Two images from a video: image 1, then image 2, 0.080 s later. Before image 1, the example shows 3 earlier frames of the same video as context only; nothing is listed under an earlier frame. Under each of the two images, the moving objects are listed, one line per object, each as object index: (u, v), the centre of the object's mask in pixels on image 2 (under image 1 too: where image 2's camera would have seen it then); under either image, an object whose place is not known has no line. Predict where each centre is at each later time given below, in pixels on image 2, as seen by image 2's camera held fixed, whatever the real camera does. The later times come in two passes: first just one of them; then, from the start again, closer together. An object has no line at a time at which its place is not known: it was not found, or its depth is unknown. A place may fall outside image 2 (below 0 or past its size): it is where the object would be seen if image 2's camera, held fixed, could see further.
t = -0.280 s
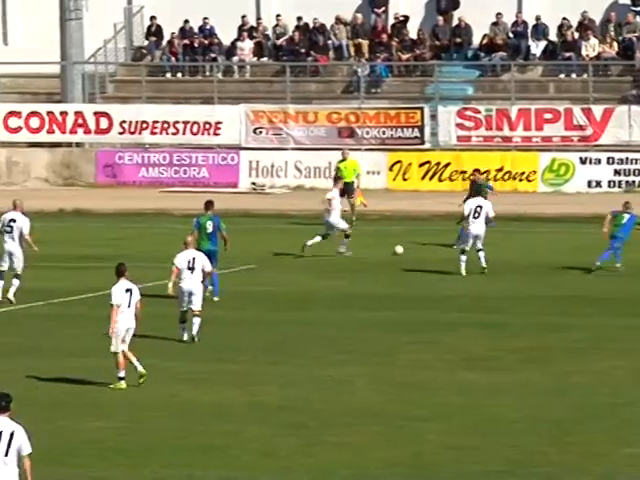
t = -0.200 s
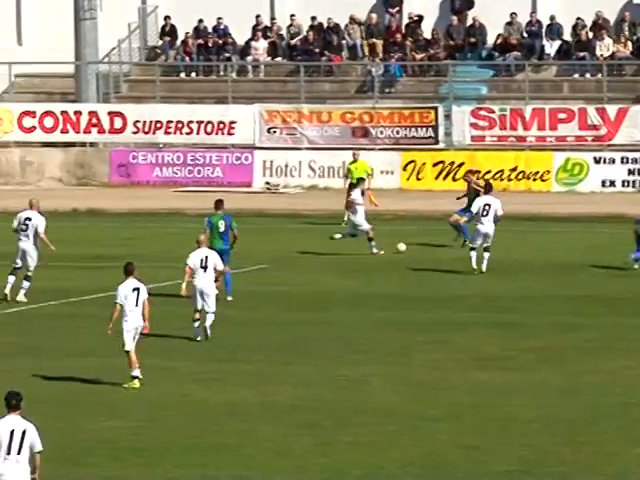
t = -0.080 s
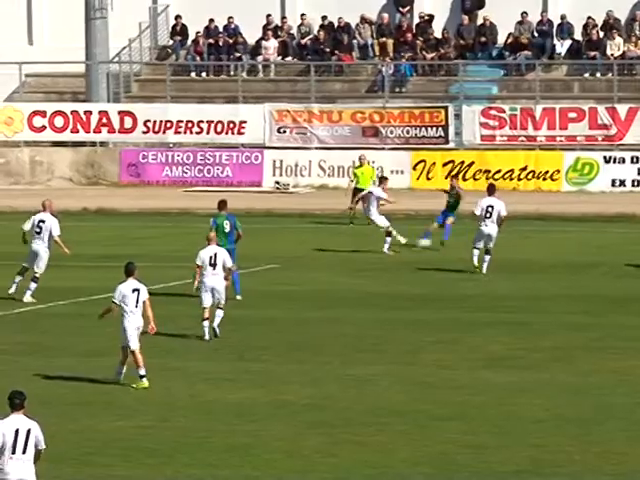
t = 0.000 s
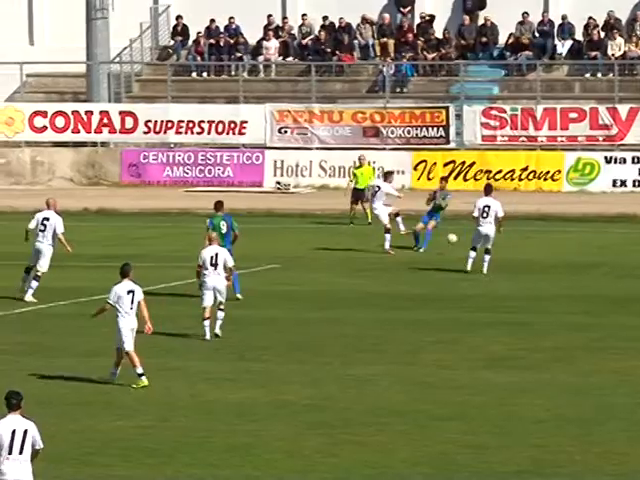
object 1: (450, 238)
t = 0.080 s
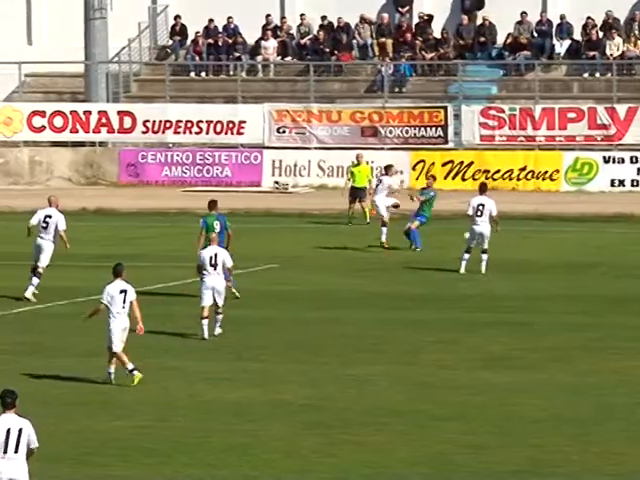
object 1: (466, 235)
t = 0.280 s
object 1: (516, 248)
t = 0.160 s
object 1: (489, 239)
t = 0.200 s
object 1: (496, 241)
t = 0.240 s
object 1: (506, 244)
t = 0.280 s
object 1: (516, 248)
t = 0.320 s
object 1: (526, 252)
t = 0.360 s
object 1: (537, 257)
